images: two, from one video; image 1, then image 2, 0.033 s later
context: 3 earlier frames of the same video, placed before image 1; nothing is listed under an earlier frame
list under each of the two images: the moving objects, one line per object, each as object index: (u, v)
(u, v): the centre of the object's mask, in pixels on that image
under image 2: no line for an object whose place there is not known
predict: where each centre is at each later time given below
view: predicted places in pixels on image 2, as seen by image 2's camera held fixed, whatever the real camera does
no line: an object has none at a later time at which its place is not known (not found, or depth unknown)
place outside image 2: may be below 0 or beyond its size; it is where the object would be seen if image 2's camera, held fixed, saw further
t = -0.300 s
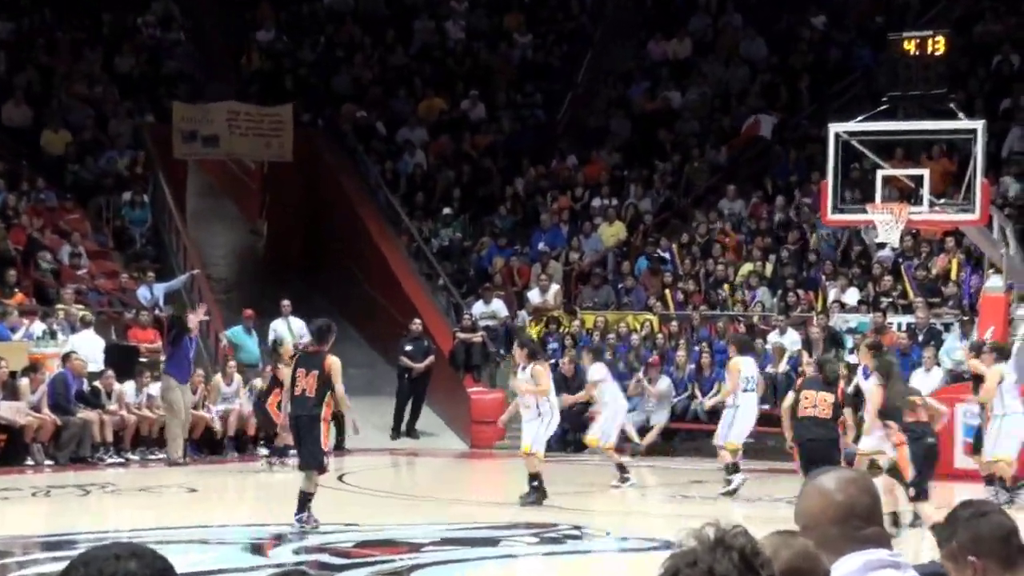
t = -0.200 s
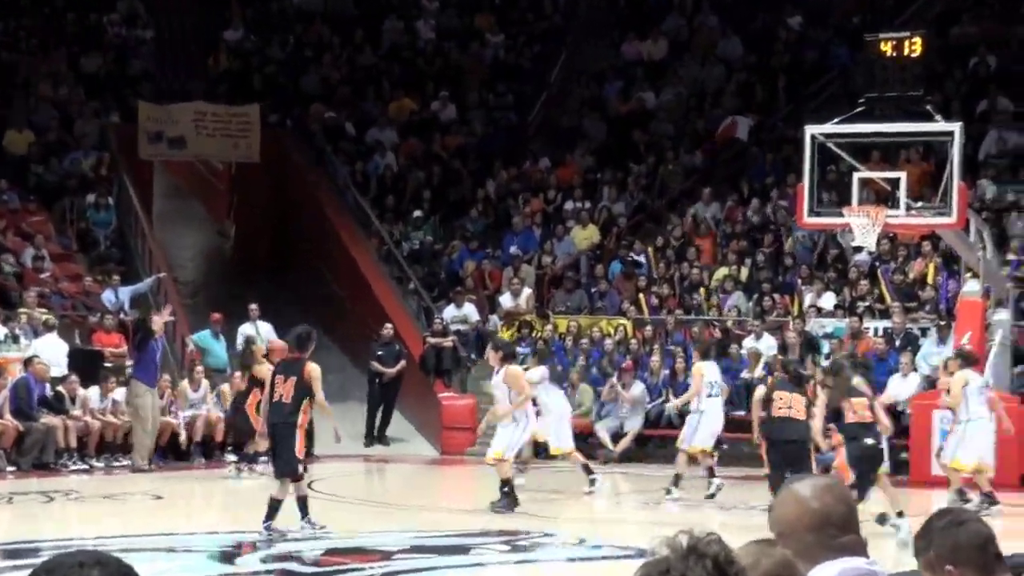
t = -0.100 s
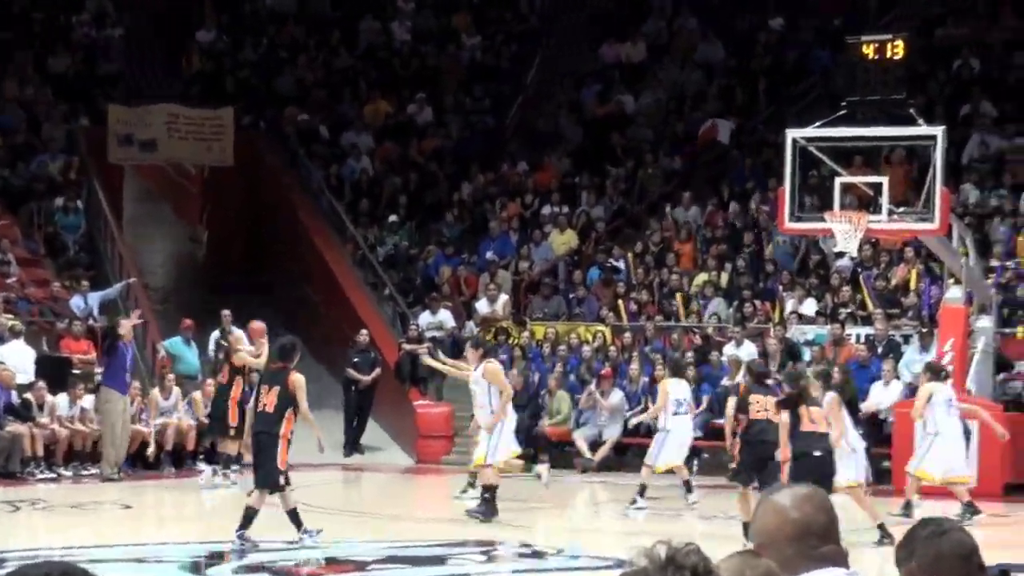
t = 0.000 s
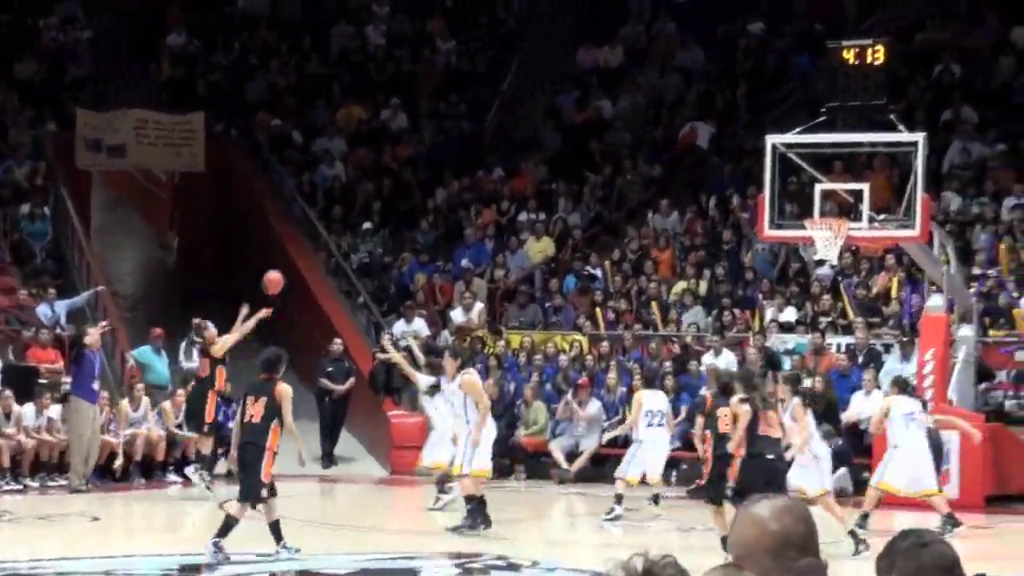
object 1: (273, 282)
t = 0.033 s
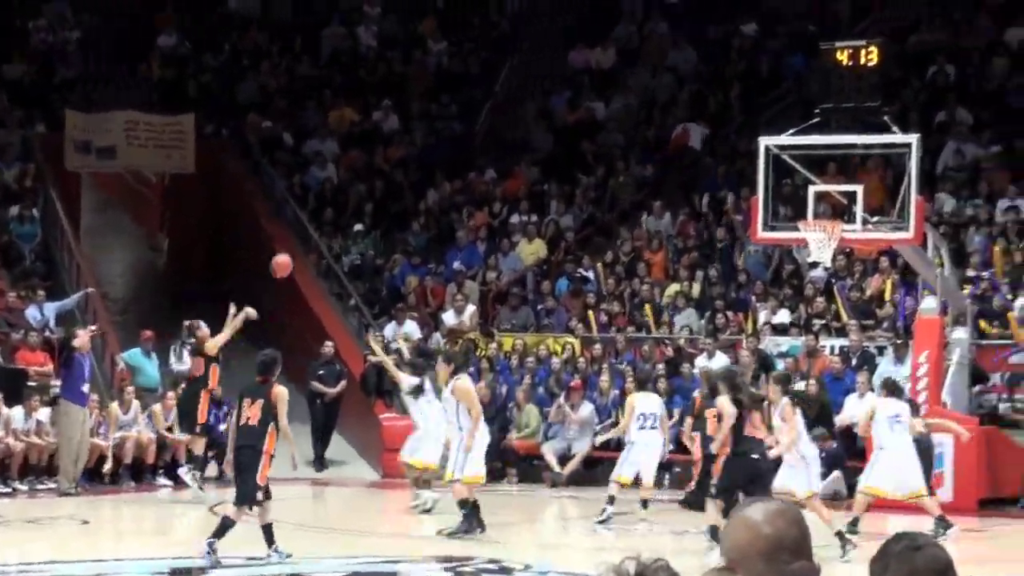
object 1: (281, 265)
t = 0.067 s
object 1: (299, 247)
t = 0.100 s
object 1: (317, 231)
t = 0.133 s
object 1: (334, 215)
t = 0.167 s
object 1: (351, 201)
